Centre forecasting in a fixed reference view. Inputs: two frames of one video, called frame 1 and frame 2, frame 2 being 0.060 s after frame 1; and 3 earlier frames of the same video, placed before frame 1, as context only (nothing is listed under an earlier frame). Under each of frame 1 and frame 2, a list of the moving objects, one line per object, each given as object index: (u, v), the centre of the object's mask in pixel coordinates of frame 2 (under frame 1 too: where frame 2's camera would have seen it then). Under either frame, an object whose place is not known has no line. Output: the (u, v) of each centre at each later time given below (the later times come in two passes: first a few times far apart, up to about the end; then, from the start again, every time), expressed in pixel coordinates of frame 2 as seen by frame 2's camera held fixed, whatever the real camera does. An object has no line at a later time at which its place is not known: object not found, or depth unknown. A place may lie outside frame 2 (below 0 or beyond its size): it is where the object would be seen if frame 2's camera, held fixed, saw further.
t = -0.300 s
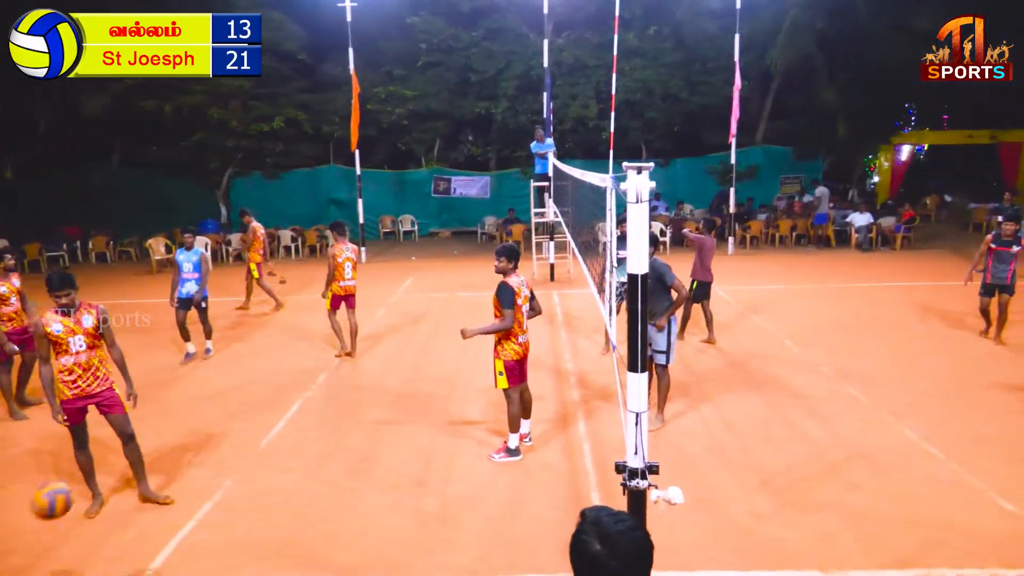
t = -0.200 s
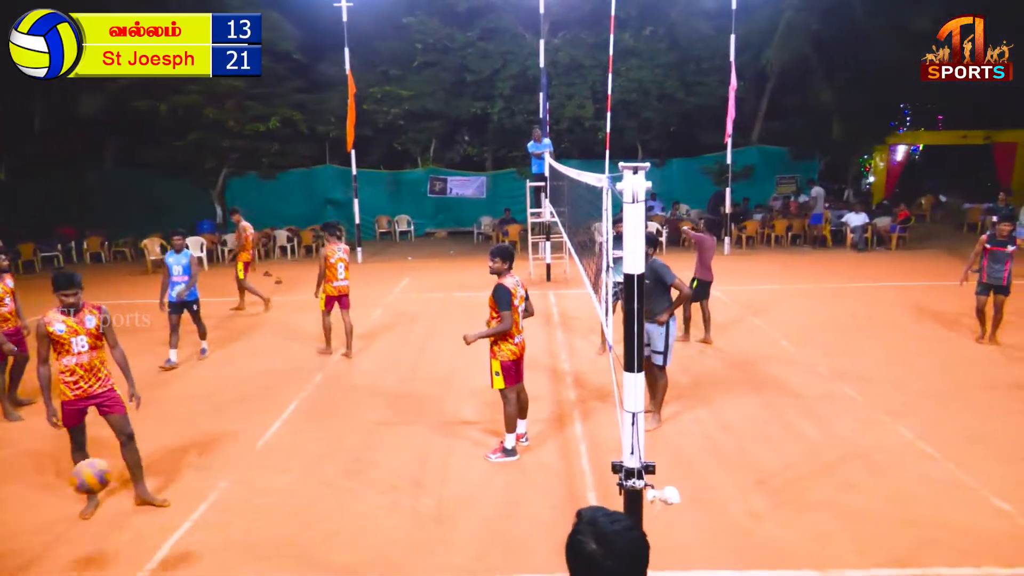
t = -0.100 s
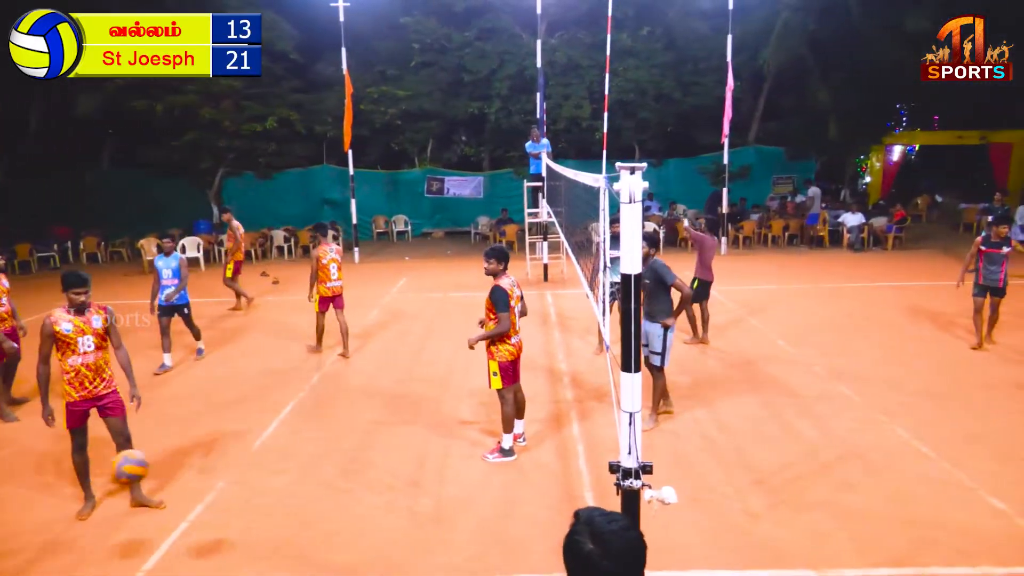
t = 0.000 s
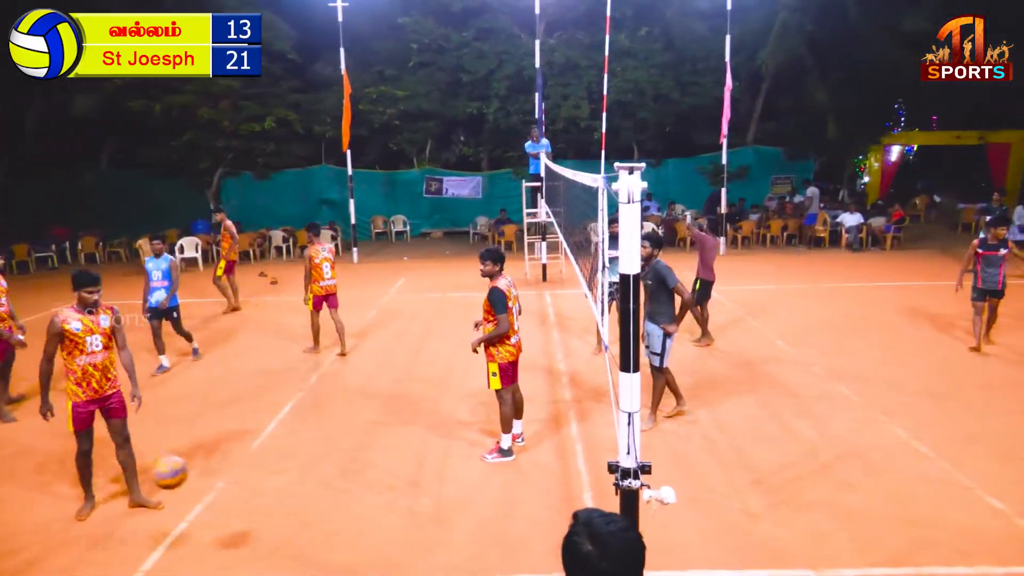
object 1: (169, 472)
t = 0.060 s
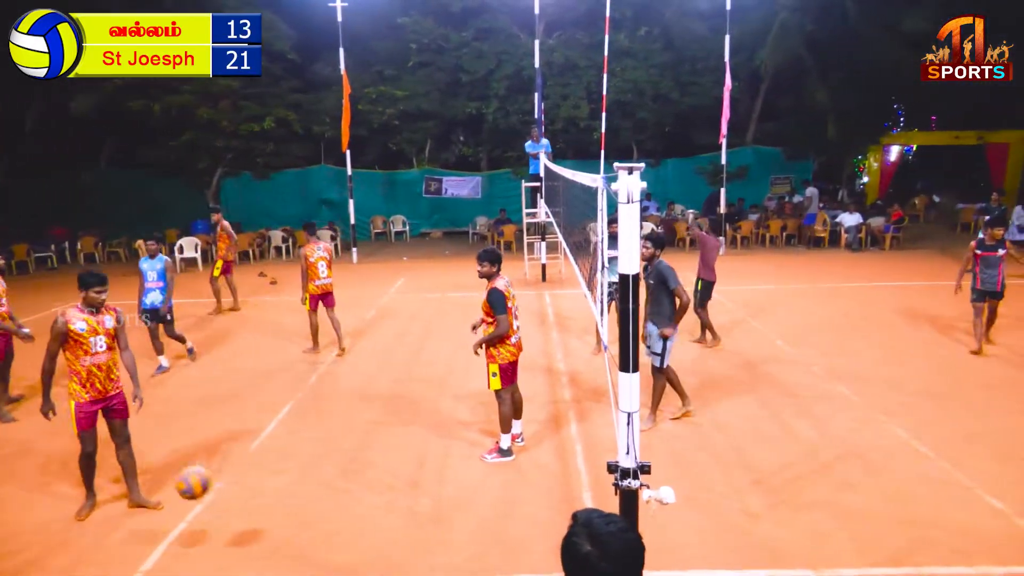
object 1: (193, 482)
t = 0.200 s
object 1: (246, 522)
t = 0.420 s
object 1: (303, 453)
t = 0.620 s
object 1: (352, 424)
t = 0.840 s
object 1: (401, 448)
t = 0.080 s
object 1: (201, 487)
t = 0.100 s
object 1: (208, 492)
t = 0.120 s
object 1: (216, 498)
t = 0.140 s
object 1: (223, 503)
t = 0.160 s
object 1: (230, 510)
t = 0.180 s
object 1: (238, 515)
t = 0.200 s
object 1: (246, 522)
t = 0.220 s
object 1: (254, 530)
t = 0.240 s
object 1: (261, 528)
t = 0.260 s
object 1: (265, 514)
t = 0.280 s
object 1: (270, 505)
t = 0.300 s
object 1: (275, 496)
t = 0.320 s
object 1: (280, 487)
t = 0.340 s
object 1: (284, 479)
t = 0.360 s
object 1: (289, 472)
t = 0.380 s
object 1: (293, 465)
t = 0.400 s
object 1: (299, 459)
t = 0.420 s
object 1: (303, 453)
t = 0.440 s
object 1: (308, 448)
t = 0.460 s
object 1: (313, 443)
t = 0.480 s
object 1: (318, 438)
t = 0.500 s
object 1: (323, 434)
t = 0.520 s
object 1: (328, 431)
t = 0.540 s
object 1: (333, 429)
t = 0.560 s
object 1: (338, 427)
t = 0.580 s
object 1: (342, 426)
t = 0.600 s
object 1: (347, 425)
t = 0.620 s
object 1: (352, 424)
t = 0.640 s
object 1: (356, 424)
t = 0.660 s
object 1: (361, 425)
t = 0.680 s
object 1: (365, 426)
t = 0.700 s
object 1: (369, 427)
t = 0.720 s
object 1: (374, 429)
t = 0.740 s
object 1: (378, 430)
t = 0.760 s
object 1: (382, 433)
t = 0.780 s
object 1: (387, 436)
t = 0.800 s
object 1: (392, 439)
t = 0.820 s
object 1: (396, 443)
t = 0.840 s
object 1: (401, 448)
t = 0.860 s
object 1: (405, 451)
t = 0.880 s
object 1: (409, 458)
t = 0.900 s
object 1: (414, 463)
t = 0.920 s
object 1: (417, 459)
